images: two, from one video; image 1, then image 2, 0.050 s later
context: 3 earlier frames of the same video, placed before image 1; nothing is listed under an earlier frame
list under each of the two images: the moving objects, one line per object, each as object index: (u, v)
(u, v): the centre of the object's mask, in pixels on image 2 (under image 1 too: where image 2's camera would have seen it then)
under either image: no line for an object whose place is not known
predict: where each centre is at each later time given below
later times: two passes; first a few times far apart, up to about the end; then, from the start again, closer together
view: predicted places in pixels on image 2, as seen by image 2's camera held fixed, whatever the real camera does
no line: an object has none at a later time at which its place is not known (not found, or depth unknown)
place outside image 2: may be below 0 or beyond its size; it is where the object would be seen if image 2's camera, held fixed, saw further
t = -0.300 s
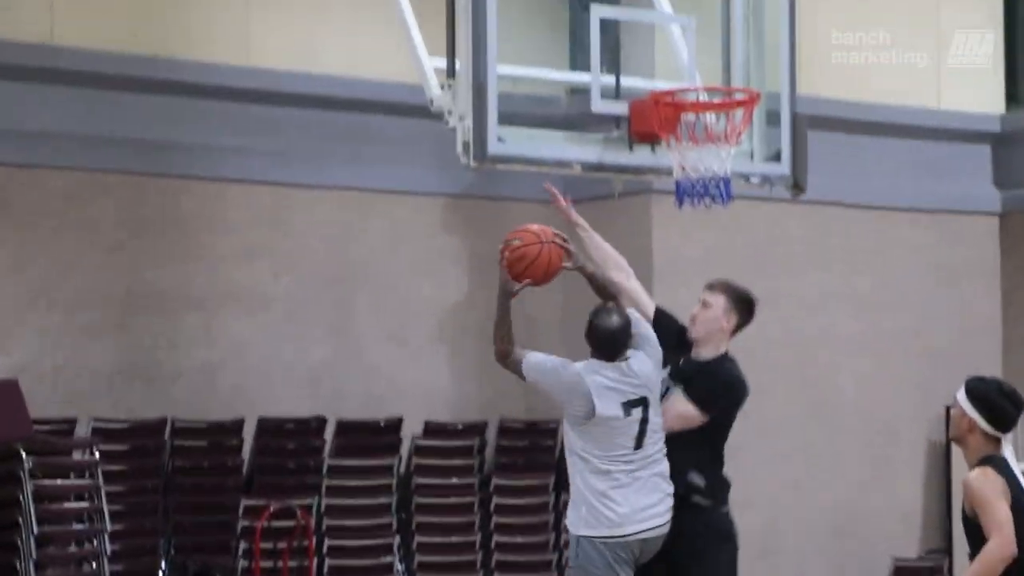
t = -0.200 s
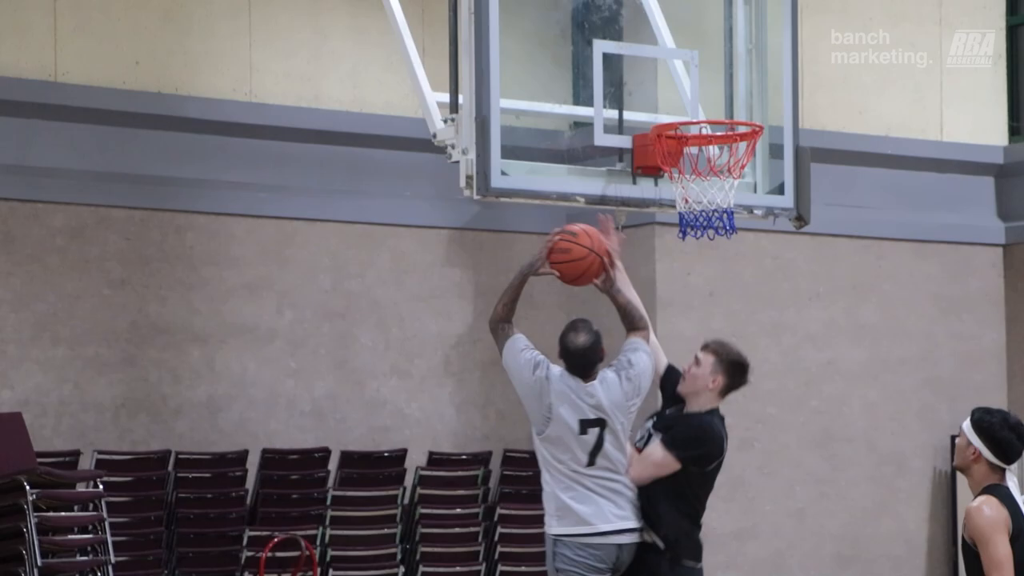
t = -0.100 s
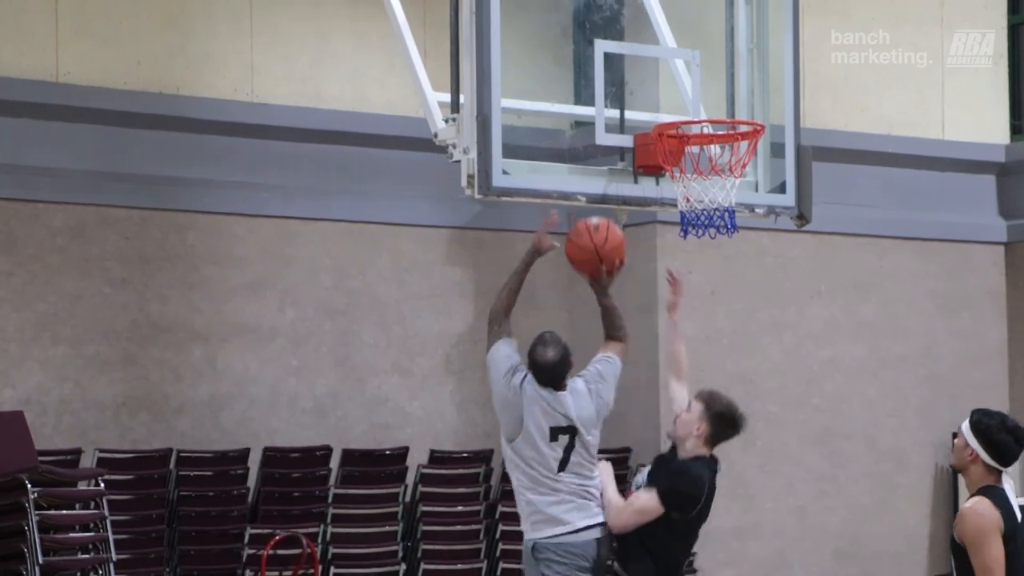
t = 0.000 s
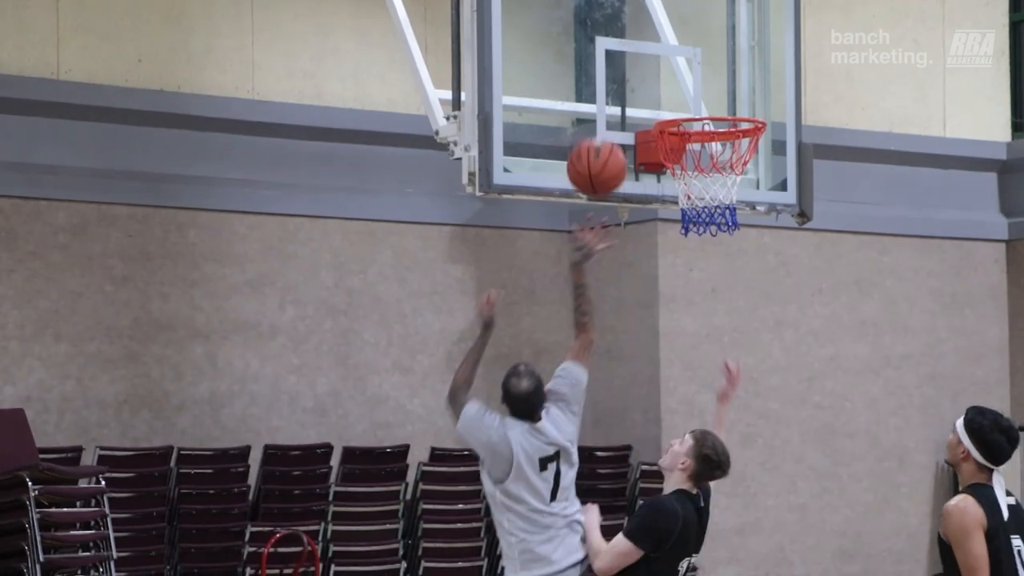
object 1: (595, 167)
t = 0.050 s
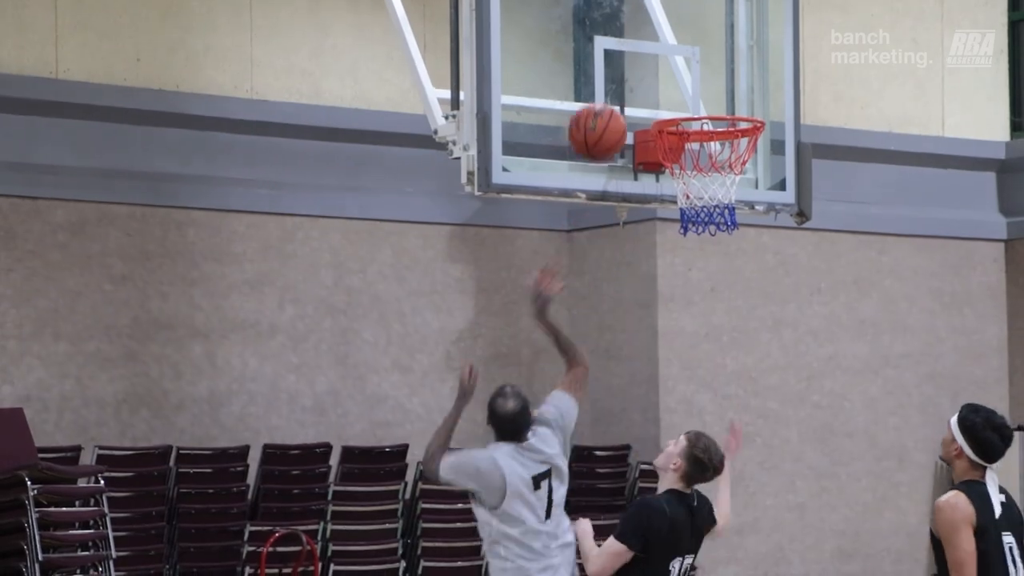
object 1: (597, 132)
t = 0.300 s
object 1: (609, 51)
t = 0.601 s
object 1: (706, 109)
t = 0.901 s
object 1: (750, 179)
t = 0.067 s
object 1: (597, 120)
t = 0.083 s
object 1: (598, 110)
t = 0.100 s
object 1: (599, 102)
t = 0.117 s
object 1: (599, 93)
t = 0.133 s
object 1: (600, 86)
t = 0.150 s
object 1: (601, 80)
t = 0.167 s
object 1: (602, 73)
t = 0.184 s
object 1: (602, 68)
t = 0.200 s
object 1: (603, 63)
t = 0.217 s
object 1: (605, 59)
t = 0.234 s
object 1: (605, 56)
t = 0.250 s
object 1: (607, 54)
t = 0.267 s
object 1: (607, 52)
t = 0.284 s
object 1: (607, 51)
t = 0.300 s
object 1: (609, 51)
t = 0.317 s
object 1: (610, 51)
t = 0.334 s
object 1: (611, 51)
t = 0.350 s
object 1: (612, 53)
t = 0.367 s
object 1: (614, 54)
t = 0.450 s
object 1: (648, 65)
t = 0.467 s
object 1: (654, 69)
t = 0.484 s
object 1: (662, 74)
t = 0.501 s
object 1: (668, 78)
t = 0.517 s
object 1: (676, 84)
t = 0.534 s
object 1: (682, 90)
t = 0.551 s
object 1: (689, 97)
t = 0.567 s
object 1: (695, 98)
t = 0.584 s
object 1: (700, 105)
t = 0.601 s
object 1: (706, 109)
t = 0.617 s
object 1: (710, 113)
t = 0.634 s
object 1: (716, 118)
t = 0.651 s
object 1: (721, 123)
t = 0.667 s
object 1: (726, 128)
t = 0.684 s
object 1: (732, 135)
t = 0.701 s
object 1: (738, 142)
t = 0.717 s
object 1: (742, 148)
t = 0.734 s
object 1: (746, 151)
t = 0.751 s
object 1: (749, 156)
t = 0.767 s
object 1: (752, 160)
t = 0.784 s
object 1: (754, 162)
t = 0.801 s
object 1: (754, 166)
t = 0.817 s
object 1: (754, 169)
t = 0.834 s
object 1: (754, 170)
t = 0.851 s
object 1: (752, 173)
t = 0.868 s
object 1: (753, 175)
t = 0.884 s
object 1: (750, 179)
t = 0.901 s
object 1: (750, 179)
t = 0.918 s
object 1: (748, 181)
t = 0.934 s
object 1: (746, 184)
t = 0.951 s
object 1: (743, 188)
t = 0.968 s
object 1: (741, 192)
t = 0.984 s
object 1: (739, 196)
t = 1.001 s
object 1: (736, 200)
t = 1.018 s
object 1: (733, 206)
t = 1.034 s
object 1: (726, 212)
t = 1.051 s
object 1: (726, 221)
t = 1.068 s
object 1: (723, 226)
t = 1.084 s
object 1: (720, 231)
